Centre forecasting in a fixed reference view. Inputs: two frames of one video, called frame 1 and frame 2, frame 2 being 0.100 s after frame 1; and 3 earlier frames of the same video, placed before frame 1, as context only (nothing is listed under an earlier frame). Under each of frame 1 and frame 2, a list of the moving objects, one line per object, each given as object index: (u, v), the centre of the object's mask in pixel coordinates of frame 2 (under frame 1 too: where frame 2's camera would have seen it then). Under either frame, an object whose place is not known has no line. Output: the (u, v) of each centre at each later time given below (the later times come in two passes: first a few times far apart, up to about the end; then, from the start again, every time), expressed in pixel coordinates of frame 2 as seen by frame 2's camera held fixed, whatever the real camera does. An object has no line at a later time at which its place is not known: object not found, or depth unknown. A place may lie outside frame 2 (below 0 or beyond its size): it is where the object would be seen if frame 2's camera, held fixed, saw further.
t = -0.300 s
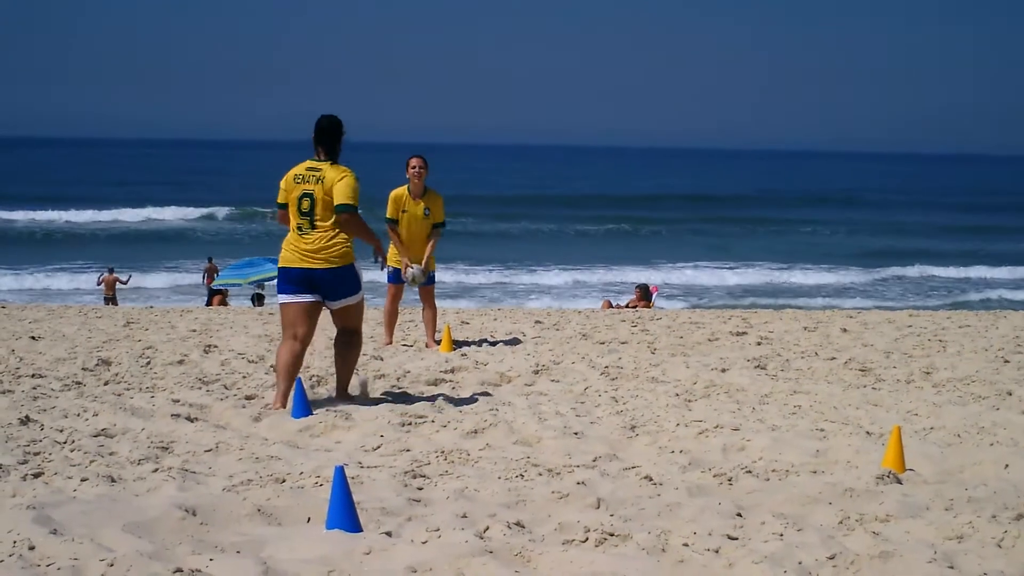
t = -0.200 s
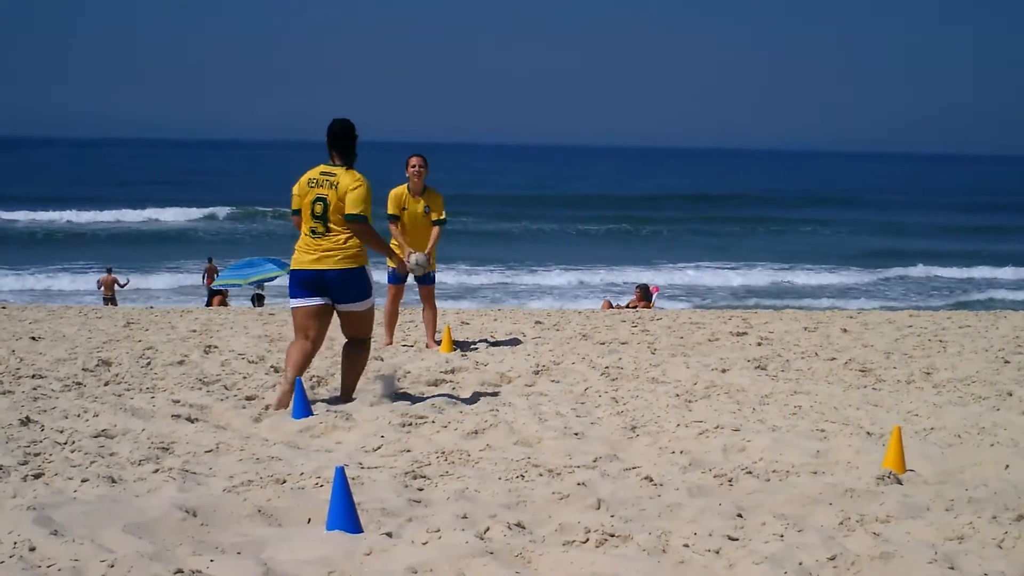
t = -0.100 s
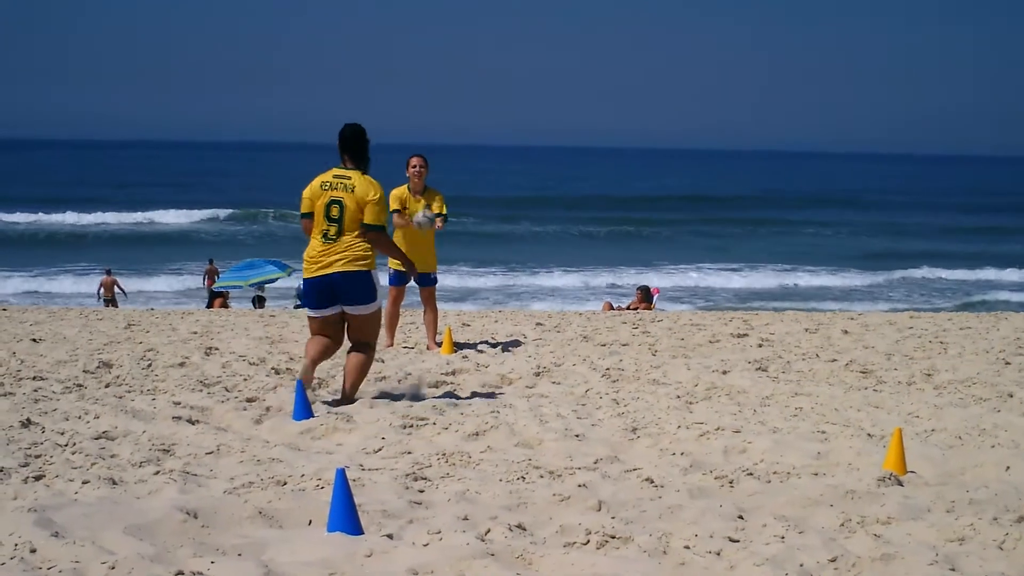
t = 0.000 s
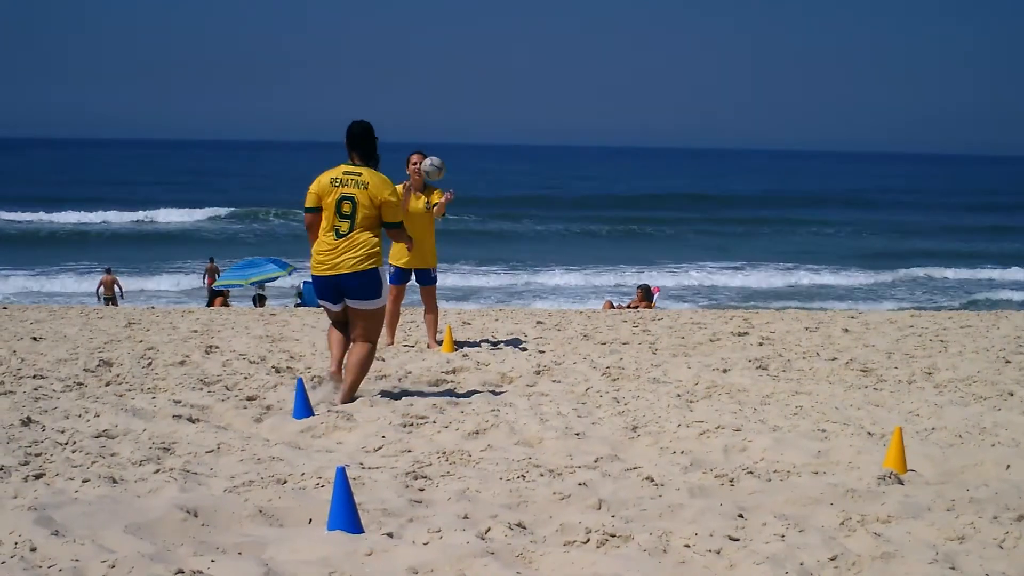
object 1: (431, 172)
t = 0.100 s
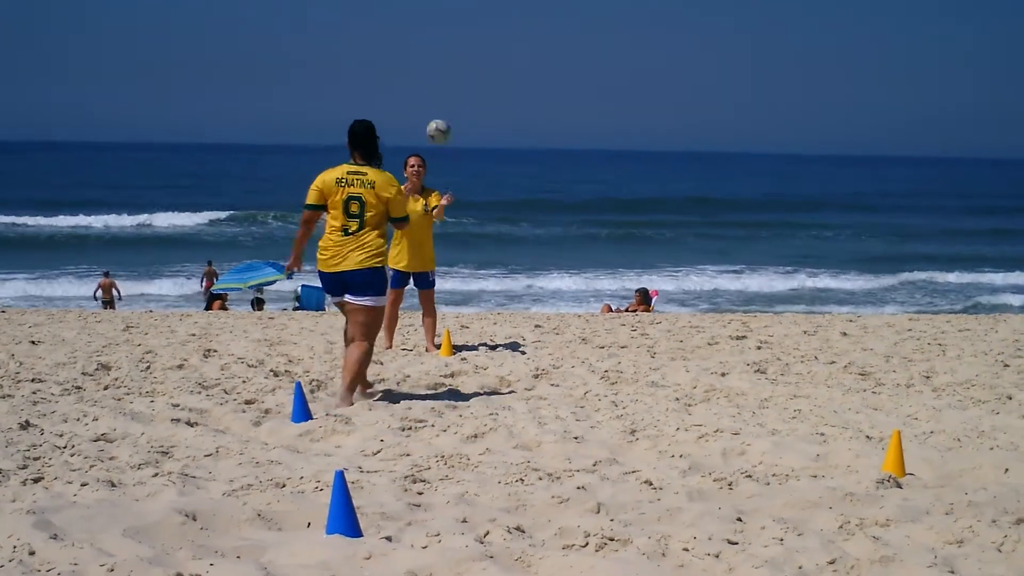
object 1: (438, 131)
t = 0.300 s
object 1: (455, 87)
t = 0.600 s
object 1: (481, 124)
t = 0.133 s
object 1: (441, 120)
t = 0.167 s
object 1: (444, 111)
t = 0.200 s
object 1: (446, 103)
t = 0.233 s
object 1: (449, 96)
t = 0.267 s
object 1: (452, 91)
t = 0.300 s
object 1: (455, 87)
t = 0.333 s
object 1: (458, 85)
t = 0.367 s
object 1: (460, 85)
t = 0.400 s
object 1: (463, 86)
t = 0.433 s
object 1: (466, 88)
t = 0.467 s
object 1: (468, 91)
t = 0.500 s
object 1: (472, 98)
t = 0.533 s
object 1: (474, 105)
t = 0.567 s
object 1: (477, 114)
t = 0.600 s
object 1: (481, 124)
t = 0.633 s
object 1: (484, 137)
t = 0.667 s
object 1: (487, 151)
